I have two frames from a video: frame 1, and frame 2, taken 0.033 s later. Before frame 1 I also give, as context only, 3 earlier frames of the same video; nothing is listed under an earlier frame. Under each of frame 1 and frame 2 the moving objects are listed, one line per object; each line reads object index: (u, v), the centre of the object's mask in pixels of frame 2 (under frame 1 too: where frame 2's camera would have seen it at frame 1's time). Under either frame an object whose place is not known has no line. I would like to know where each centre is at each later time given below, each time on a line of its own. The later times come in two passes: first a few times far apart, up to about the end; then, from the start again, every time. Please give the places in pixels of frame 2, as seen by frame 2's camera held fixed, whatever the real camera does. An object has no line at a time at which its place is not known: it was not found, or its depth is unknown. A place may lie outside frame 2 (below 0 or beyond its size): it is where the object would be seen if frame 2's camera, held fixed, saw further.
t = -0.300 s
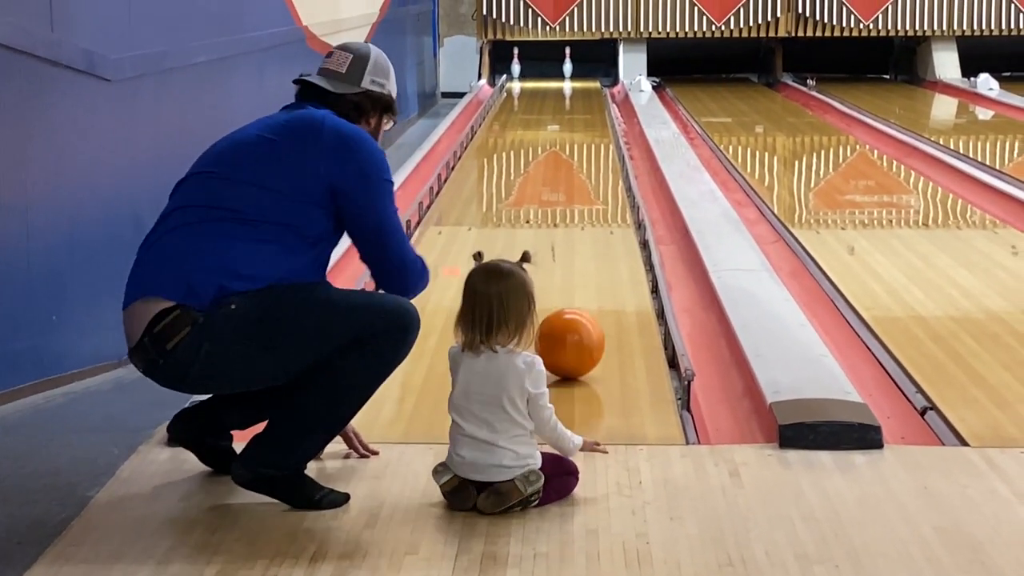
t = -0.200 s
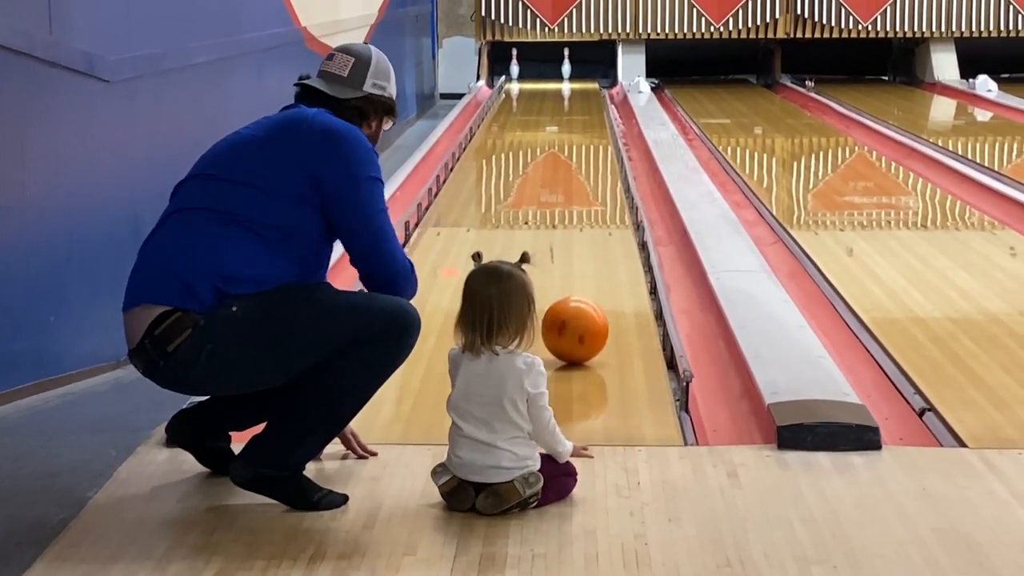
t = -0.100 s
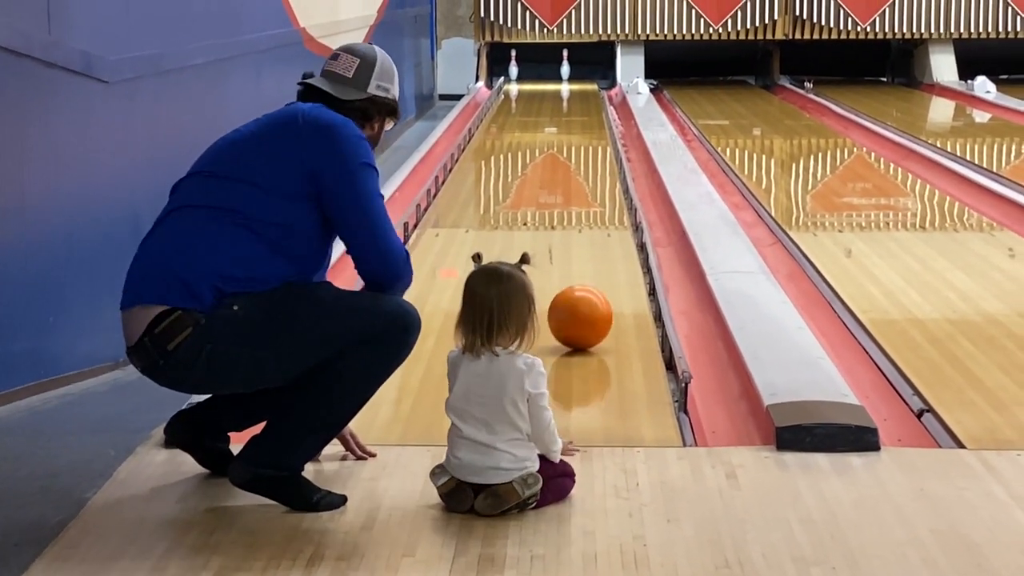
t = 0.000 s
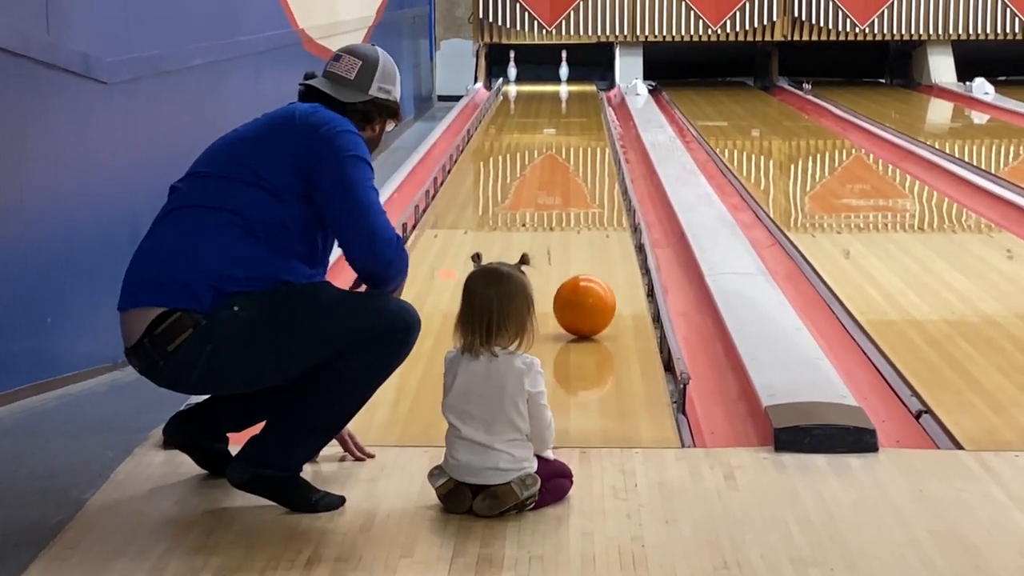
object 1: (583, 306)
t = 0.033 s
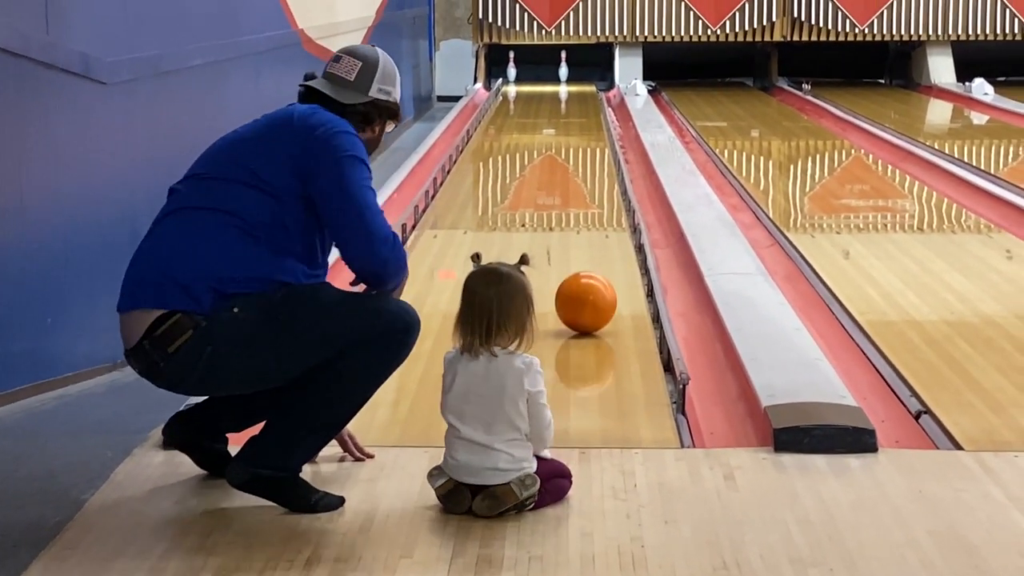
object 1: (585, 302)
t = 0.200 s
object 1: (594, 284)
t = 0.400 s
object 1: (603, 265)
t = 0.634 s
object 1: (611, 246)
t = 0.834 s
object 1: (617, 232)
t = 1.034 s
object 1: (612, 220)
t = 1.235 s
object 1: (609, 209)
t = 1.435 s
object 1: (605, 199)
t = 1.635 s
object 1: (603, 190)
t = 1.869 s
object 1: (600, 181)
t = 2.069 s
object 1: (598, 174)
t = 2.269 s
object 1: (597, 167)
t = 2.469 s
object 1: (596, 160)
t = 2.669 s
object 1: (595, 154)
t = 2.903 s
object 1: (594, 147)
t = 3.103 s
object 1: (593, 141)
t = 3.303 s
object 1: (593, 137)
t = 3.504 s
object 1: (592, 132)
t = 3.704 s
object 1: (593, 128)
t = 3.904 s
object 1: (592, 124)
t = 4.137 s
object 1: (593, 119)
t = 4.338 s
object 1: (592, 116)
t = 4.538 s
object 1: (592, 112)
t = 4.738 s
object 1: (591, 109)
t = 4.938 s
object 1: (590, 106)
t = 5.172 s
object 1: (589, 103)
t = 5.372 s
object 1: (589, 100)
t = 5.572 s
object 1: (588, 97)
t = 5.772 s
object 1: (588, 94)
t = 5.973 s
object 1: (587, 92)
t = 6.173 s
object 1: (588, 90)
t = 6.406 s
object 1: (588, 88)
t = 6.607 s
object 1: (588, 85)
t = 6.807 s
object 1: (588, 83)
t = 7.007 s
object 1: (588, 82)
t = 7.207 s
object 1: (588, 80)
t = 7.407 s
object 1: (588, 78)
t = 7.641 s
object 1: (588, 76)
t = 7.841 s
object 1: (588, 74)
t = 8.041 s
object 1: (589, 73)
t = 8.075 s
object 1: (589, 73)
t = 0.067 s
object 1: (587, 298)
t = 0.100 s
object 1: (589, 294)
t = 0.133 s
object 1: (590, 291)
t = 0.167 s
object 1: (592, 287)
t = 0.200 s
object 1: (594, 284)
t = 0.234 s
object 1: (595, 280)
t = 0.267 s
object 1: (597, 277)
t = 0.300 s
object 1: (598, 274)
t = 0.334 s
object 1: (600, 271)
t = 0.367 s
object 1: (601, 268)
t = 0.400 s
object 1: (603, 265)
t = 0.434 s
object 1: (604, 262)
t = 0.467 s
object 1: (605, 259)
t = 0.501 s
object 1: (606, 256)
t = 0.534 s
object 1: (608, 254)
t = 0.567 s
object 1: (609, 251)
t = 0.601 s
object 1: (610, 249)
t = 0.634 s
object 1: (611, 246)
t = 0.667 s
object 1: (613, 244)
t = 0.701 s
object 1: (614, 241)
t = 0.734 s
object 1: (615, 239)
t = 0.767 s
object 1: (616, 237)
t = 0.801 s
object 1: (617, 235)
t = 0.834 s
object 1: (617, 232)
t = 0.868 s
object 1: (617, 230)
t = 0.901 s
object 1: (616, 228)
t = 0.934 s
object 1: (615, 226)
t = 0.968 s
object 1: (614, 224)
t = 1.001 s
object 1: (613, 222)
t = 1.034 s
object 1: (612, 220)
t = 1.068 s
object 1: (612, 219)
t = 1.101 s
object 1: (611, 216)
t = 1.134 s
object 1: (610, 214)
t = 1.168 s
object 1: (610, 213)
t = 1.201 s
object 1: (609, 211)
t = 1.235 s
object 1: (609, 209)
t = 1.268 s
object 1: (608, 208)
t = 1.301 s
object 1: (608, 206)
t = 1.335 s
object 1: (607, 204)
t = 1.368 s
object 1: (606, 203)
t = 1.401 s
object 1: (606, 201)
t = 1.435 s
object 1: (605, 199)
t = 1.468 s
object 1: (605, 198)
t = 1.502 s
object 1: (604, 196)
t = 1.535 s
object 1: (604, 195)
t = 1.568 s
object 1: (604, 193)
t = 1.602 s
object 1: (603, 192)
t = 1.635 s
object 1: (603, 190)
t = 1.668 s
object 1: (602, 189)
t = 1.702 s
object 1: (602, 188)
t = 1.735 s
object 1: (601, 186)
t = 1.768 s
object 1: (601, 185)
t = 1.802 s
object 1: (601, 184)
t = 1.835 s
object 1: (600, 182)
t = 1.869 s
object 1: (600, 181)
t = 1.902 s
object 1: (600, 180)
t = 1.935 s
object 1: (599, 179)
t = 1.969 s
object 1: (599, 178)
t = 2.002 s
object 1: (599, 176)
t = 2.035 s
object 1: (598, 175)
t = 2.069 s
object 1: (598, 174)
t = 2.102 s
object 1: (598, 173)
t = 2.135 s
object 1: (598, 172)
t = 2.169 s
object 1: (598, 171)
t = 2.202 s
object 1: (597, 169)
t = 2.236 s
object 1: (597, 168)
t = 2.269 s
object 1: (597, 167)
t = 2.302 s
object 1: (596, 166)
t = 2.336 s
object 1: (596, 164)
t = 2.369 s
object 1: (596, 163)
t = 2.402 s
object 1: (596, 162)
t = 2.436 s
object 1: (596, 161)
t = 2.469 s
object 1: (596, 160)
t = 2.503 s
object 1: (595, 159)
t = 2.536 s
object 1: (595, 158)
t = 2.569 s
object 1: (595, 157)
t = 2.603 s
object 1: (595, 156)
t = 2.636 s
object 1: (594, 155)
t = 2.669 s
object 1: (595, 154)
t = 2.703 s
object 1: (594, 153)
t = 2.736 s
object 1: (594, 152)
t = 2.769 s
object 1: (594, 151)
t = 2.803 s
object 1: (594, 150)
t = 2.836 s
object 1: (594, 149)
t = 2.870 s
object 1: (594, 148)
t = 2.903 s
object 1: (594, 147)
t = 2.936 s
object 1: (593, 146)
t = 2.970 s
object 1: (593, 145)
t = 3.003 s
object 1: (593, 144)
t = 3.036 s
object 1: (593, 143)
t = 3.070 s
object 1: (593, 142)
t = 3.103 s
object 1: (593, 141)
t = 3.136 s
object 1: (593, 141)
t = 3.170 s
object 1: (593, 140)
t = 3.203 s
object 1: (593, 139)
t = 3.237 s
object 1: (593, 138)
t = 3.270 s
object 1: (593, 137)
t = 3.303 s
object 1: (593, 137)
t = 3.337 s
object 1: (593, 136)
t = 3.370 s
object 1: (593, 135)
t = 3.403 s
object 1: (593, 134)
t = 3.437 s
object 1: (592, 134)
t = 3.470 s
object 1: (592, 133)
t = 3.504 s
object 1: (592, 132)
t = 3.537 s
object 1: (592, 132)
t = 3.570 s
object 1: (592, 131)
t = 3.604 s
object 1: (593, 130)
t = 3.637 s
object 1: (593, 129)
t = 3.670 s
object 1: (593, 129)
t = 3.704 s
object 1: (593, 128)
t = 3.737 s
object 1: (592, 127)
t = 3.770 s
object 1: (592, 126)
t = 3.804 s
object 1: (592, 126)
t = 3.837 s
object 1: (592, 125)
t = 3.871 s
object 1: (592, 124)
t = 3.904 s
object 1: (592, 124)
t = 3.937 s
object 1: (593, 123)
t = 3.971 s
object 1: (593, 122)
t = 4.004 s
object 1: (592, 122)
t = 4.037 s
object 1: (593, 121)
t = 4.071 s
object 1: (593, 121)
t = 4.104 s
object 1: (593, 120)
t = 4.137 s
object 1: (593, 119)
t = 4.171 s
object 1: (592, 119)
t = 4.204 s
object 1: (592, 118)
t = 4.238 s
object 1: (593, 118)
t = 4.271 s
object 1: (592, 117)
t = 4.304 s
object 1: (592, 116)
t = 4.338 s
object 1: (592, 116)
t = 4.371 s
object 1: (592, 115)
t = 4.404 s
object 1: (592, 115)
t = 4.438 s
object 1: (592, 114)
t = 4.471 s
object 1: (592, 113)
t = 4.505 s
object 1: (592, 113)
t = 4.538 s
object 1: (592, 112)
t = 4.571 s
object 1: (591, 112)
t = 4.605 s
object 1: (591, 111)
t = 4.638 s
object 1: (591, 110)
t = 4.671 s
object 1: (591, 110)
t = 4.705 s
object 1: (591, 109)
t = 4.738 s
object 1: (591, 109)
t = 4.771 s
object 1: (591, 108)
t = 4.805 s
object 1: (590, 108)
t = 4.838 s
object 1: (590, 107)
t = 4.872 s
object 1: (590, 107)
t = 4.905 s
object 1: (590, 106)
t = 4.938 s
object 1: (590, 106)
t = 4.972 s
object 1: (590, 106)
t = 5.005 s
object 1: (590, 105)
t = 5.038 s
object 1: (590, 105)
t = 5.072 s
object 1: (590, 104)
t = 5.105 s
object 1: (590, 103)
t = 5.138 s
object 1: (590, 103)
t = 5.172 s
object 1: (589, 103)
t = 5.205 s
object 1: (589, 102)
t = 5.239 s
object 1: (589, 102)
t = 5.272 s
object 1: (589, 101)
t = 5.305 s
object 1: (589, 101)
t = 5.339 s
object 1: (589, 100)
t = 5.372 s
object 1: (589, 100)
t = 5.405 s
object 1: (589, 99)
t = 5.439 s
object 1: (589, 99)
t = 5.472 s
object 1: (588, 98)
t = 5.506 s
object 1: (588, 98)
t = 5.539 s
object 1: (588, 97)
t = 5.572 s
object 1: (588, 97)
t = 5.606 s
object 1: (588, 96)
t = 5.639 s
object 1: (588, 96)
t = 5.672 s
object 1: (588, 96)
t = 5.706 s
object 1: (588, 95)
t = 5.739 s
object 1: (588, 95)
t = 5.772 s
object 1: (588, 94)
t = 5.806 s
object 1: (588, 94)
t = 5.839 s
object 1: (588, 94)
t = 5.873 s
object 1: (588, 93)
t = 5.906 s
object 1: (588, 93)
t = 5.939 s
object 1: (588, 93)
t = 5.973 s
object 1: (587, 92)
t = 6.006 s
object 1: (587, 92)
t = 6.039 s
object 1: (588, 92)
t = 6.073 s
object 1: (587, 91)
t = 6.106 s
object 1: (588, 91)
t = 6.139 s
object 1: (588, 91)
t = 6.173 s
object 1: (588, 90)
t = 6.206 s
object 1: (588, 90)
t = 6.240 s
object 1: (588, 90)
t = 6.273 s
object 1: (588, 89)
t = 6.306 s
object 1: (588, 89)
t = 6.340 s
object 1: (588, 88)
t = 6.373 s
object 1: (588, 88)
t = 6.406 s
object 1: (588, 88)
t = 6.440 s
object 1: (588, 87)
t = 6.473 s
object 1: (588, 87)
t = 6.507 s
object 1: (588, 86)
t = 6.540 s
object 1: (588, 86)
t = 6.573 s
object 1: (588, 86)
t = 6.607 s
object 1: (588, 85)
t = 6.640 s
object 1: (588, 85)
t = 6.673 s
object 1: (588, 85)
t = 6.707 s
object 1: (588, 84)
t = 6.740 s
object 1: (588, 84)
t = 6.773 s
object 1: (588, 83)
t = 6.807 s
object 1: (588, 83)
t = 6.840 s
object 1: (588, 83)
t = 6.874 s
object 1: (588, 83)
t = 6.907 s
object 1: (588, 82)
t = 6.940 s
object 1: (588, 82)
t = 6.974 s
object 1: (588, 82)
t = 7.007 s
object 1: (588, 82)
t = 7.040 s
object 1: (588, 81)
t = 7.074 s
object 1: (588, 81)
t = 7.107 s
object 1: (588, 81)
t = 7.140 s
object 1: (588, 80)
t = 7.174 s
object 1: (588, 80)
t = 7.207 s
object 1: (588, 80)
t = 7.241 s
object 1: (588, 80)
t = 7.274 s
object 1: (588, 79)
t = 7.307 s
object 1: (588, 79)
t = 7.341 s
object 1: (588, 79)
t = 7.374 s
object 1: (588, 78)
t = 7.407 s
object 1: (588, 78)
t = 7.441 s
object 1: (588, 78)
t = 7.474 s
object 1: (588, 78)
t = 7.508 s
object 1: (588, 77)
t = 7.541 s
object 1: (588, 77)
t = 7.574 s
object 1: (588, 77)
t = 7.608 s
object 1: (588, 76)
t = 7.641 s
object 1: (588, 76)
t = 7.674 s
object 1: (588, 76)
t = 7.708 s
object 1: (588, 76)
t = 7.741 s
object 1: (588, 76)
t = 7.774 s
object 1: (588, 75)
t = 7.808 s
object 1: (588, 75)
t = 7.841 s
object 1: (588, 74)
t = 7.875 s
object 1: (588, 74)
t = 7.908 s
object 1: (588, 74)
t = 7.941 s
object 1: (588, 74)
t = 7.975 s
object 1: (588, 73)
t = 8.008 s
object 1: (589, 73)
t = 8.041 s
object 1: (589, 73)
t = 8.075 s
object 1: (589, 73)
